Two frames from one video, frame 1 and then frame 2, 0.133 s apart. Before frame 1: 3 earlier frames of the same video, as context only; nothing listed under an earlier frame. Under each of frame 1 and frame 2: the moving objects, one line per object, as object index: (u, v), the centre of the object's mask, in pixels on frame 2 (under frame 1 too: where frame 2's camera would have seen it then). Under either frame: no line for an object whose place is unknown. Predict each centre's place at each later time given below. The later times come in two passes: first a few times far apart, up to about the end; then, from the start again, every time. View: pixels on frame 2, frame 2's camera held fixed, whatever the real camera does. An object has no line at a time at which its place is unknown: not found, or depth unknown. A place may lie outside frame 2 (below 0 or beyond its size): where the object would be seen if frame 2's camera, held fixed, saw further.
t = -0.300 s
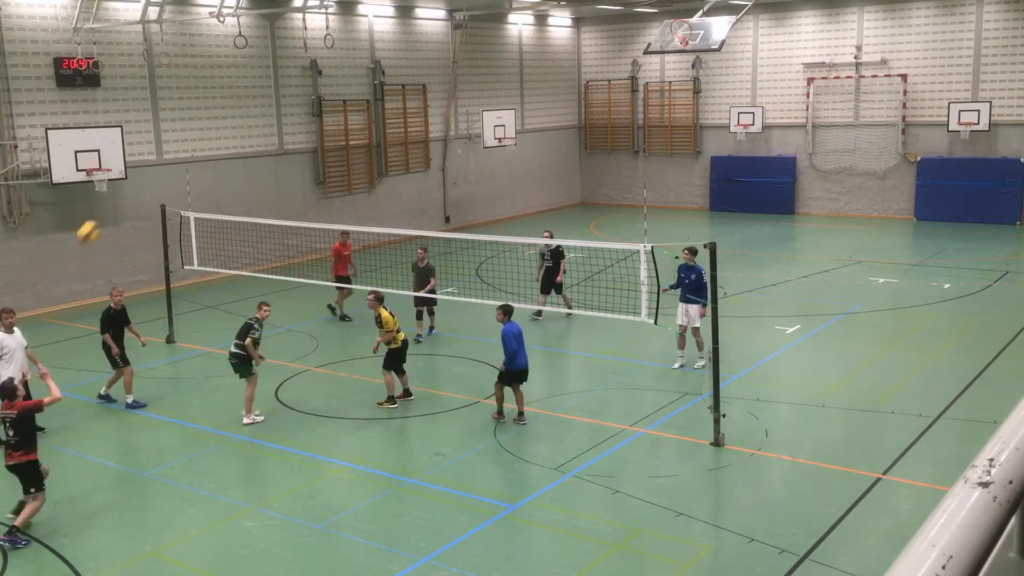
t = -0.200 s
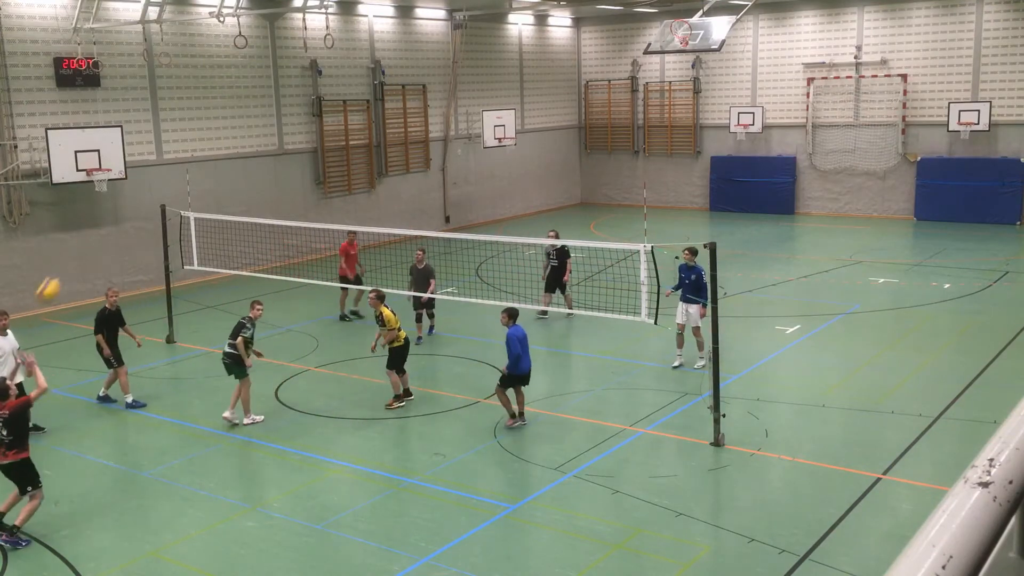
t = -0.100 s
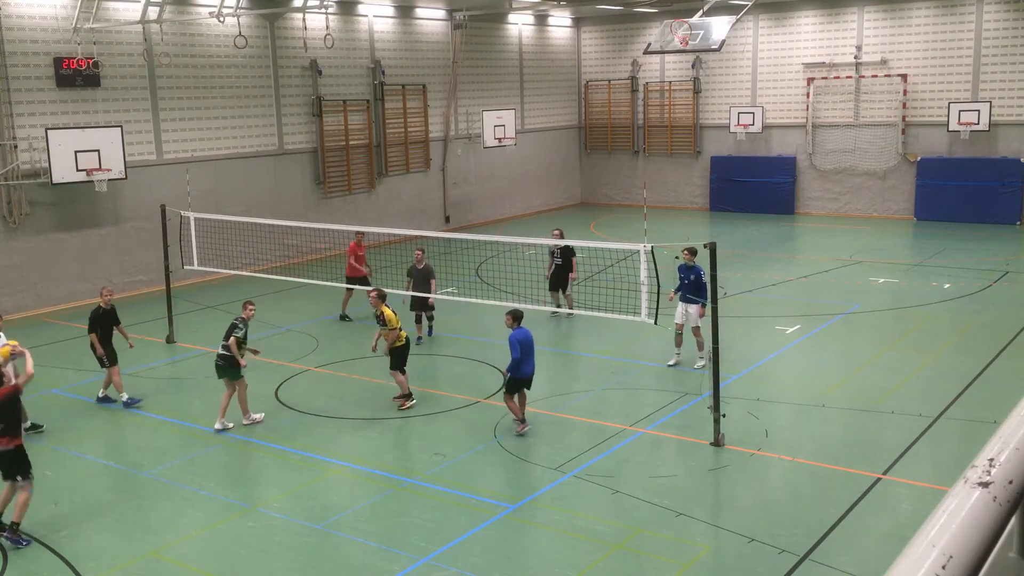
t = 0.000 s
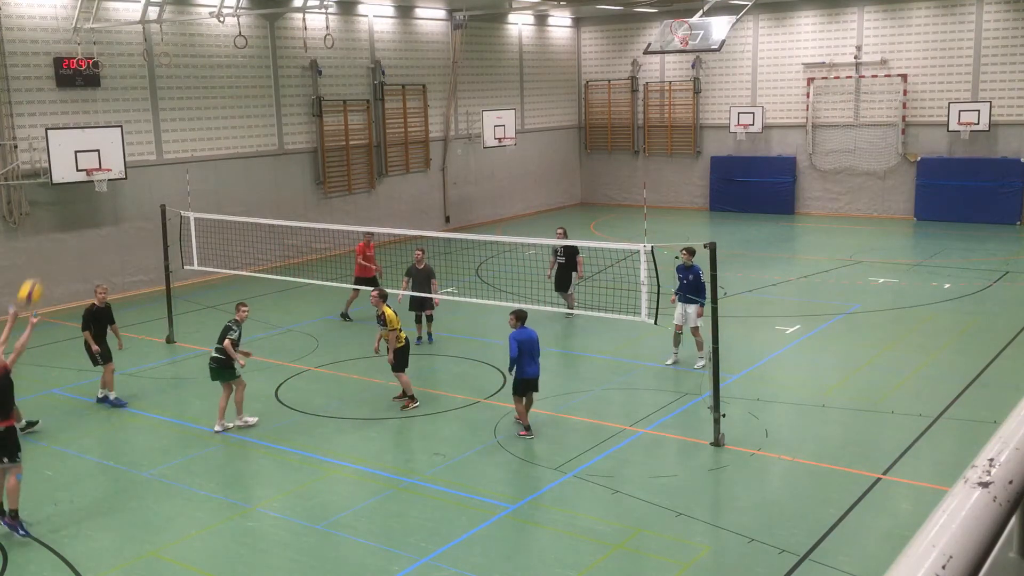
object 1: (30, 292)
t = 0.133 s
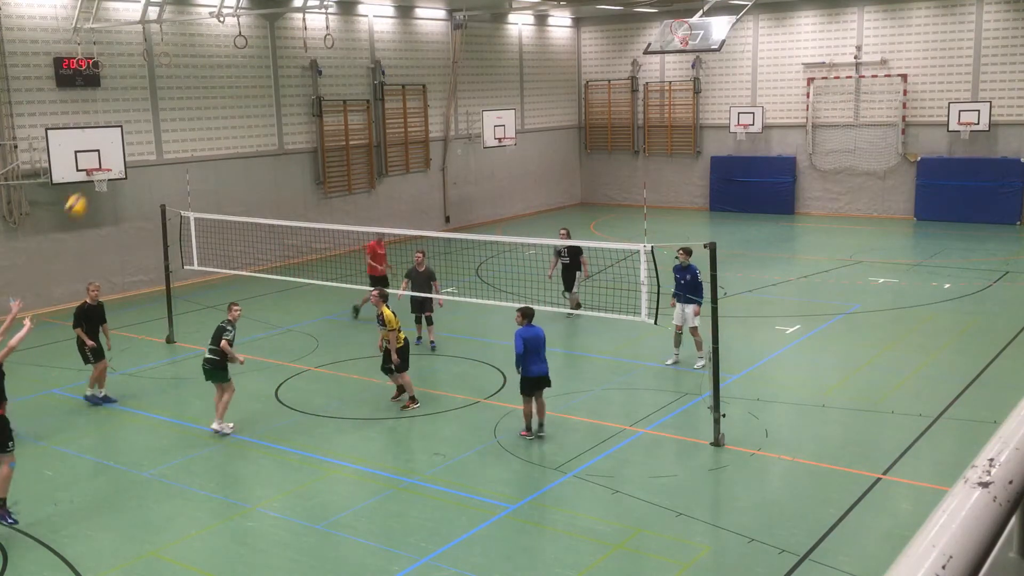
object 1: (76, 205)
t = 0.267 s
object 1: (121, 142)
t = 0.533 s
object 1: (205, 74)
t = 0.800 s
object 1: (281, 72)
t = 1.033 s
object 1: (343, 114)
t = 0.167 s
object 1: (87, 188)
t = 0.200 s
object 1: (98, 172)
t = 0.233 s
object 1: (110, 156)
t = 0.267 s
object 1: (121, 142)
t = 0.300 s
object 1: (131, 128)
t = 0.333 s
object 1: (142, 116)
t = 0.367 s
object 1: (153, 107)
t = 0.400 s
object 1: (163, 98)
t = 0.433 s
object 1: (174, 91)
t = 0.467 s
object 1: (185, 84)
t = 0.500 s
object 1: (195, 79)
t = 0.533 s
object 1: (205, 74)
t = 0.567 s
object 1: (214, 70)
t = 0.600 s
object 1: (224, 67)
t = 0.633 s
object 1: (233, 66)
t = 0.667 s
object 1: (244, 66)
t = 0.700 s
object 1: (254, 66)
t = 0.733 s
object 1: (263, 67)
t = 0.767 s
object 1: (272, 69)
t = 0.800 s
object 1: (281, 72)
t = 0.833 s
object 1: (291, 76)
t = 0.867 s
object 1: (300, 81)
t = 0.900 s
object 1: (310, 86)
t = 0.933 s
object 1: (318, 92)
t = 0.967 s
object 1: (326, 99)
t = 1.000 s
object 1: (335, 107)
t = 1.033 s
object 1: (343, 114)
